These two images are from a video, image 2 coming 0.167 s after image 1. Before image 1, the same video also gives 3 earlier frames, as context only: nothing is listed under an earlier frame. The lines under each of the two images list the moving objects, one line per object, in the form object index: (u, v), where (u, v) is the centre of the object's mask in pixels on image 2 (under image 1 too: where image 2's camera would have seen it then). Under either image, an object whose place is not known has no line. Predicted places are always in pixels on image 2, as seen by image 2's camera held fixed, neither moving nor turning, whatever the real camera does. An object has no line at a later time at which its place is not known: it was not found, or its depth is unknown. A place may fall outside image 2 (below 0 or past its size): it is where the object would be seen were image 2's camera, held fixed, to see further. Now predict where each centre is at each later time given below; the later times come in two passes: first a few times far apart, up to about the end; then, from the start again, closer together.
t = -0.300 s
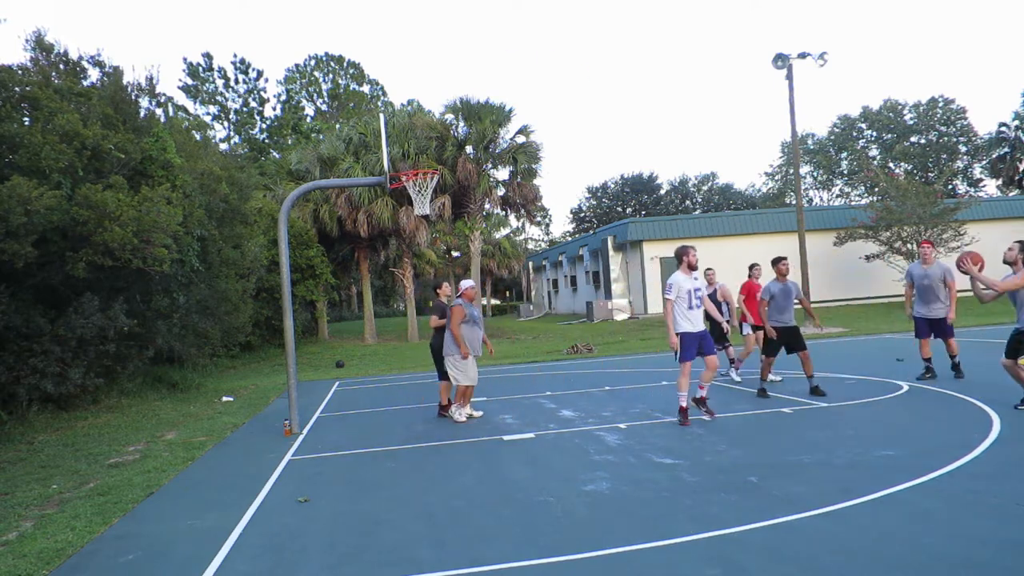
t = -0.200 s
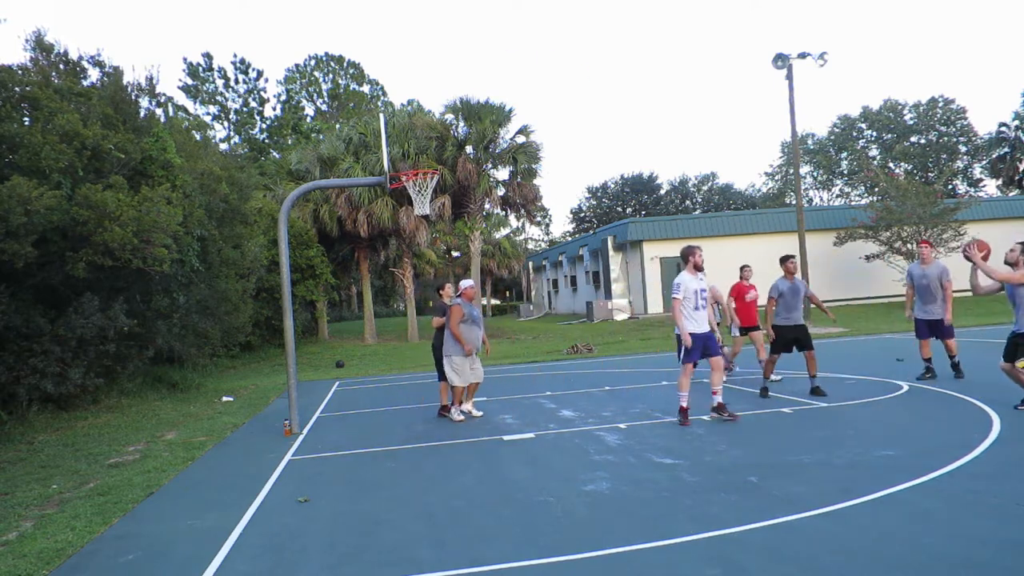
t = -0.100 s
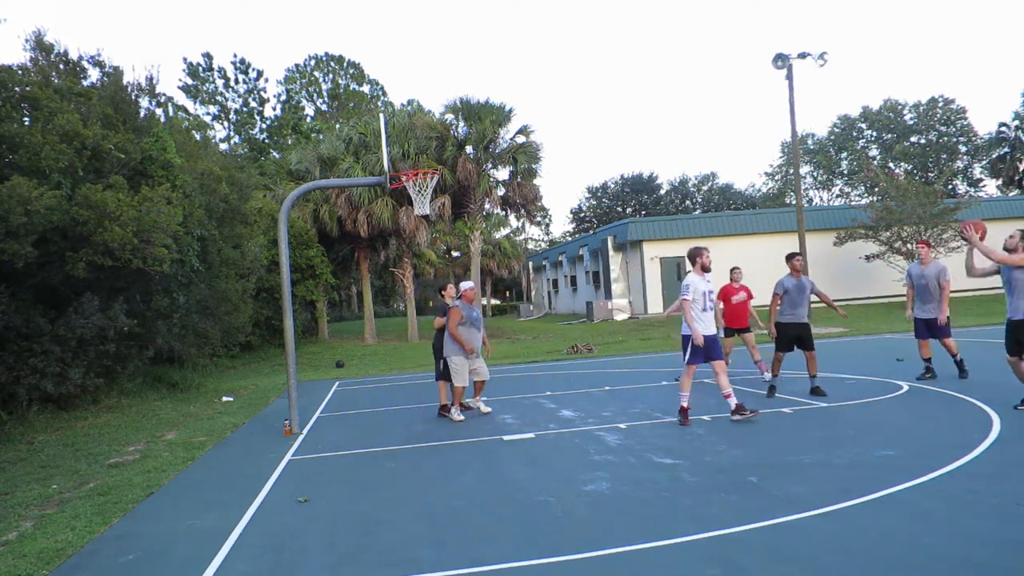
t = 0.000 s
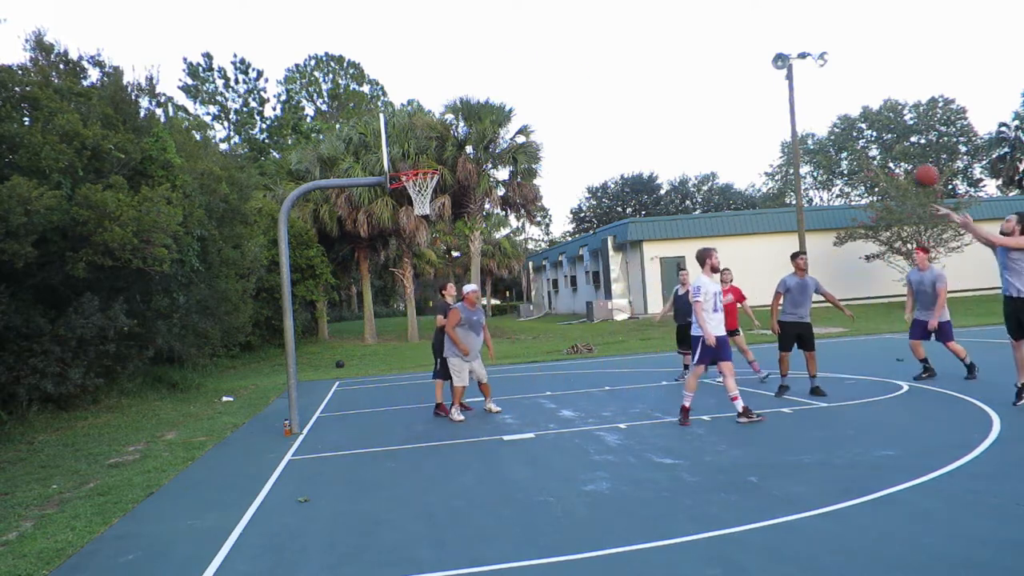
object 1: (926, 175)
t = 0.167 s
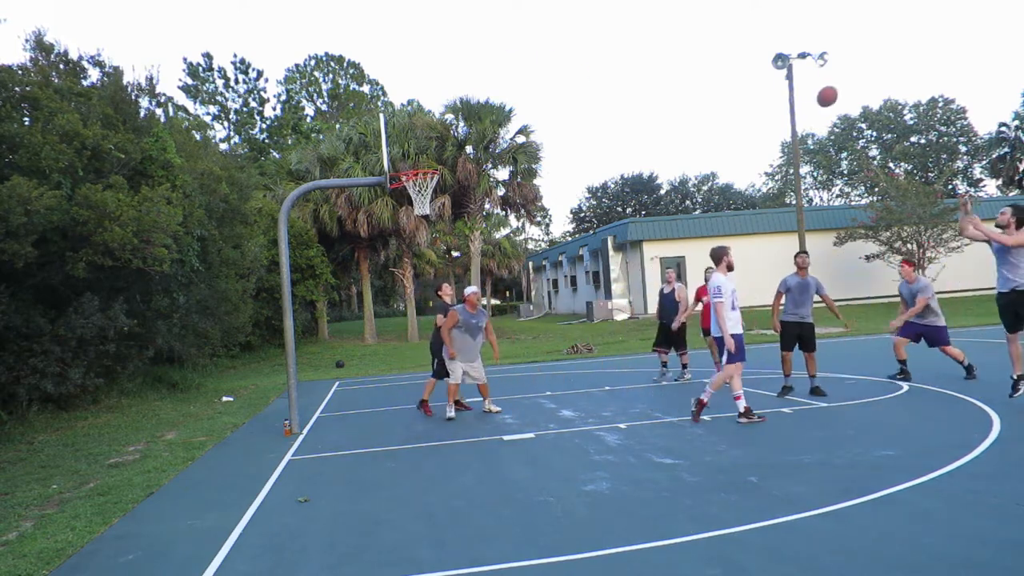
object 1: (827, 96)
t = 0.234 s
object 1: (790, 73)
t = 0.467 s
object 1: (675, 30)
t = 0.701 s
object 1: (575, 36)
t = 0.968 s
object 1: (476, 97)
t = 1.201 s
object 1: (418, 180)
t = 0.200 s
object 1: (809, 84)
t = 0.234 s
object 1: (790, 73)
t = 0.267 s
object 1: (774, 64)
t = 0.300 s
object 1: (756, 55)
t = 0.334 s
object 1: (739, 48)
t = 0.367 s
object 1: (723, 42)
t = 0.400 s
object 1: (707, 37)
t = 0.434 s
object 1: (690, 33)
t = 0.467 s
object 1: (675, 30)
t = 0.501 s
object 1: (660, 28)
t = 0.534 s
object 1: (645, 27)
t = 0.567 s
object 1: (630, 27)
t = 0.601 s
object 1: (616, 28)
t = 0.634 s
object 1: (602, 30)
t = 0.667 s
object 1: (588, 33)
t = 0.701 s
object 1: (575, 36)
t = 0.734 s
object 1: (562, 41)
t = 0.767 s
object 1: (549, 46)
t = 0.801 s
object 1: (536, 53)
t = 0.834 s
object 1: (524, 60)
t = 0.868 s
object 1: (512, 68)
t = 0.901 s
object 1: (500, 77)
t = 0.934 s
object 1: (488, 86)
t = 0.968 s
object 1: (476, 97)
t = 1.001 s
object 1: (465, 108)
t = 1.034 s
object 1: (454, 119)
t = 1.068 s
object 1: (443, 132)
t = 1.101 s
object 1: (432, 145)
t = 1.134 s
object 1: (421, 159)
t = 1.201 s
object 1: (418, 180)
